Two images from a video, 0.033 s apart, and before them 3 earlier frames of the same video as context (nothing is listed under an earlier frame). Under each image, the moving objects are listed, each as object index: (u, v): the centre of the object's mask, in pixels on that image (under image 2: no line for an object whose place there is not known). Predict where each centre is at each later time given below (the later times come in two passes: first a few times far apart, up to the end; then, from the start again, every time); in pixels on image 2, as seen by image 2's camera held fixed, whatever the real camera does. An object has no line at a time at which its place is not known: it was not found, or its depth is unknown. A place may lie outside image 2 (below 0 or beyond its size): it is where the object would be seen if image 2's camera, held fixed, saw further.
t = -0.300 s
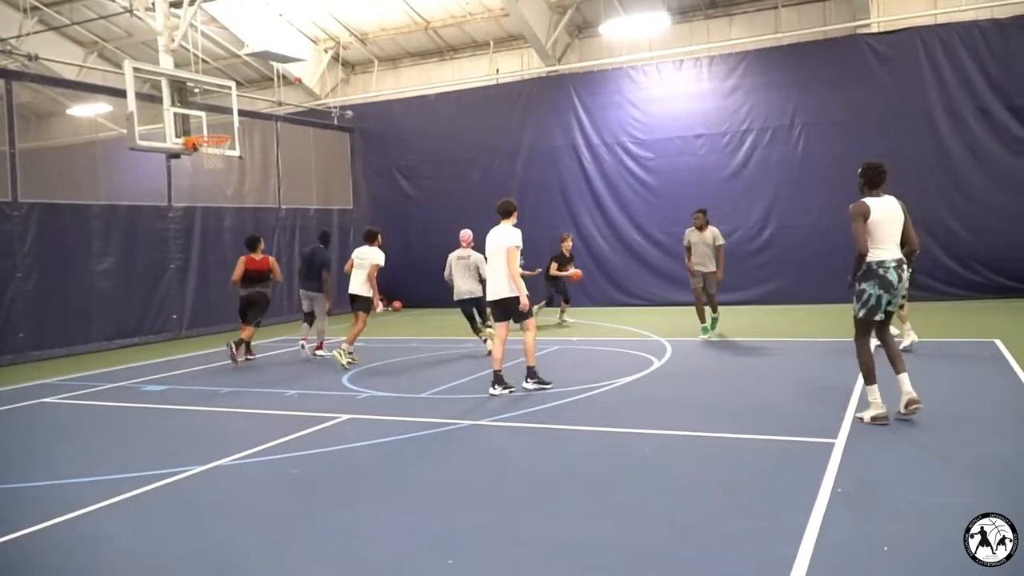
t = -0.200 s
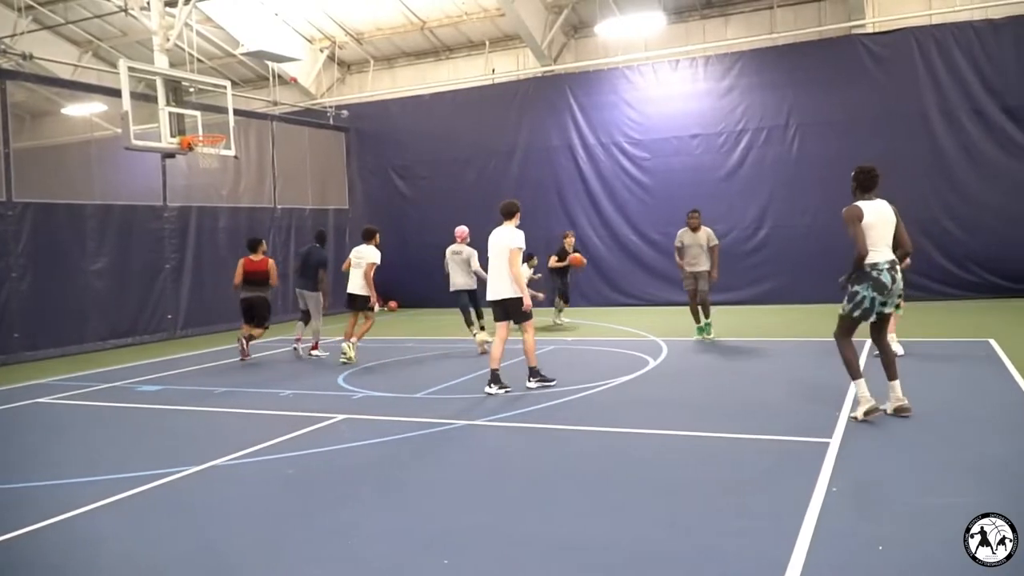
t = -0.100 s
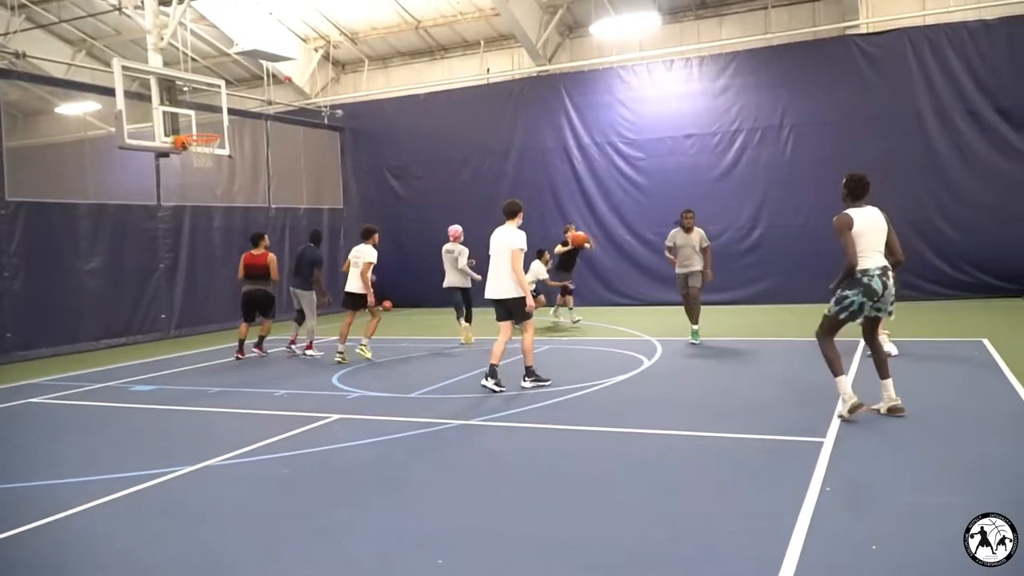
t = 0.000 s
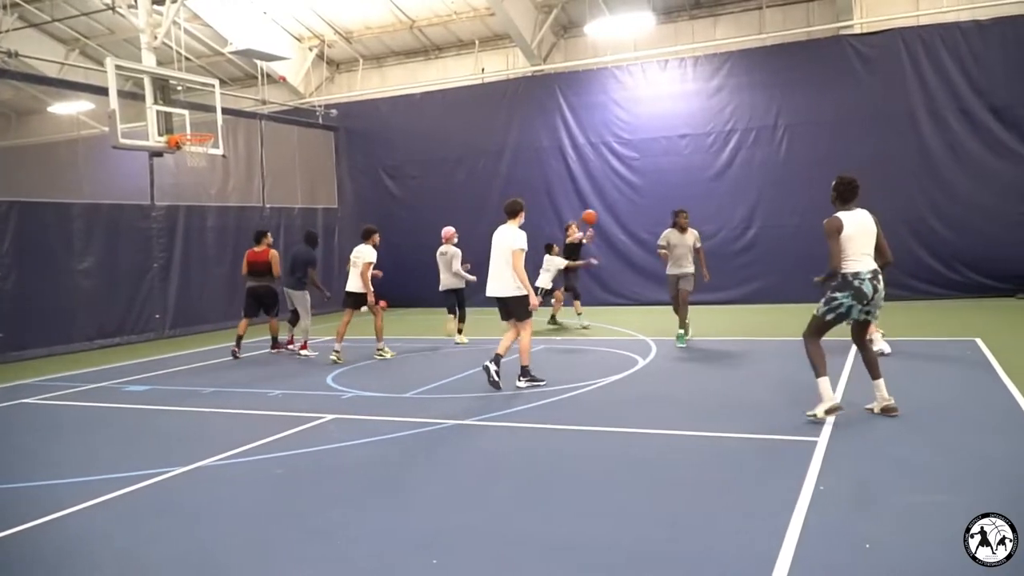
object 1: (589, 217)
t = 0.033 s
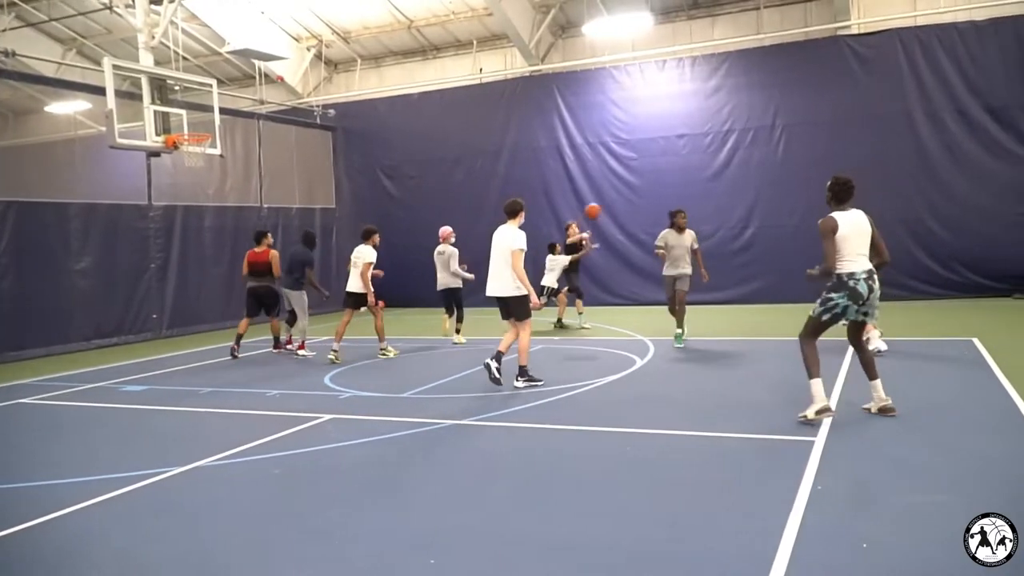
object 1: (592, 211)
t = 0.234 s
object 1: (632, 184)
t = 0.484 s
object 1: (714, 187)
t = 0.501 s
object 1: (722, 190)
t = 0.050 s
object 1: (595, 208)
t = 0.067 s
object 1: (599, 206)
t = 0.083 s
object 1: (601, 203)
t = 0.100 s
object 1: (604, 200)
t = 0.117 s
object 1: (607, 197)
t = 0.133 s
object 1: (610, 195)
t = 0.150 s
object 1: (613, 193)
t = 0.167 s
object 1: (617, 190)
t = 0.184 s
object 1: (620, 189)
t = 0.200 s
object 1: (625, 187)
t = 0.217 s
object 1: (628, 185)
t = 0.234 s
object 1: (632, 184)
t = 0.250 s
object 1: (636, 182)
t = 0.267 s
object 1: (641, 181)
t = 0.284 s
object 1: (646, 180)
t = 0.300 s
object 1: (650, 179)
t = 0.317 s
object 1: (653, 179)
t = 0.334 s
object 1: (659, 179)
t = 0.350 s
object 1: (664, 178)
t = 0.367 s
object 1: (670, 179)
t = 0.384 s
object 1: (675, 179)
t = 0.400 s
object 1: (681, 179)
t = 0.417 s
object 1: (687, 180)
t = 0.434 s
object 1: (693, 182)
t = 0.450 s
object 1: (699, 183)
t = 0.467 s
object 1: (707, 185)
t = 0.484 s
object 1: (714, 187)
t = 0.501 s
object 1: (722, 190)
